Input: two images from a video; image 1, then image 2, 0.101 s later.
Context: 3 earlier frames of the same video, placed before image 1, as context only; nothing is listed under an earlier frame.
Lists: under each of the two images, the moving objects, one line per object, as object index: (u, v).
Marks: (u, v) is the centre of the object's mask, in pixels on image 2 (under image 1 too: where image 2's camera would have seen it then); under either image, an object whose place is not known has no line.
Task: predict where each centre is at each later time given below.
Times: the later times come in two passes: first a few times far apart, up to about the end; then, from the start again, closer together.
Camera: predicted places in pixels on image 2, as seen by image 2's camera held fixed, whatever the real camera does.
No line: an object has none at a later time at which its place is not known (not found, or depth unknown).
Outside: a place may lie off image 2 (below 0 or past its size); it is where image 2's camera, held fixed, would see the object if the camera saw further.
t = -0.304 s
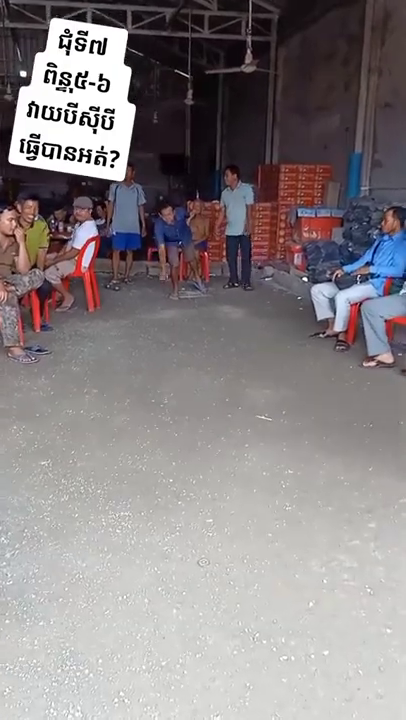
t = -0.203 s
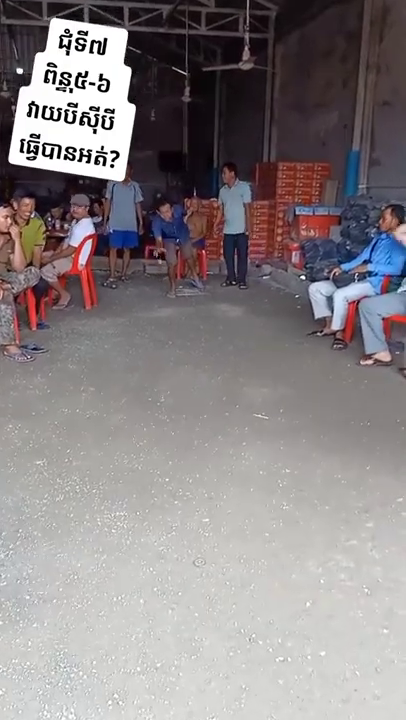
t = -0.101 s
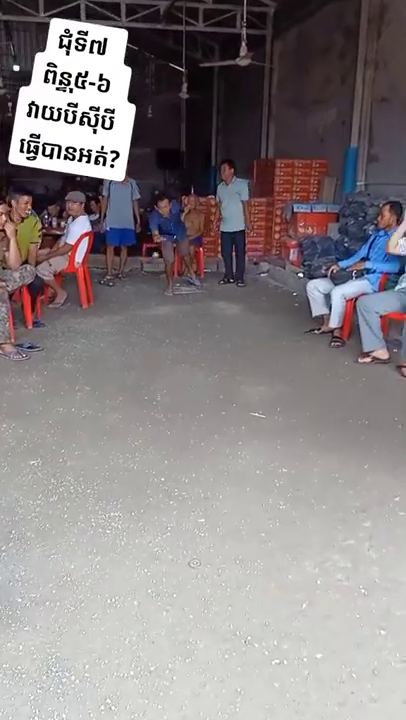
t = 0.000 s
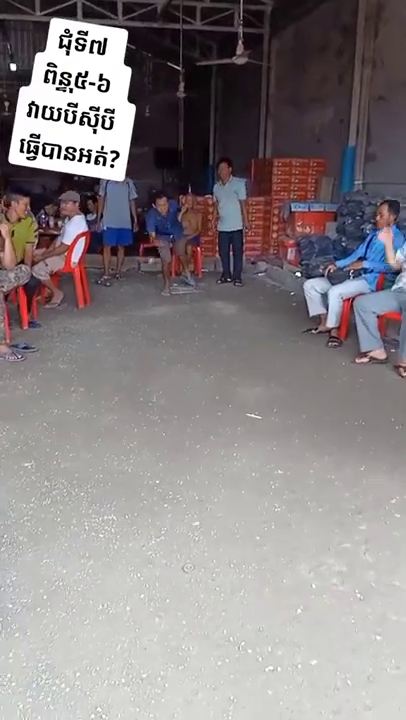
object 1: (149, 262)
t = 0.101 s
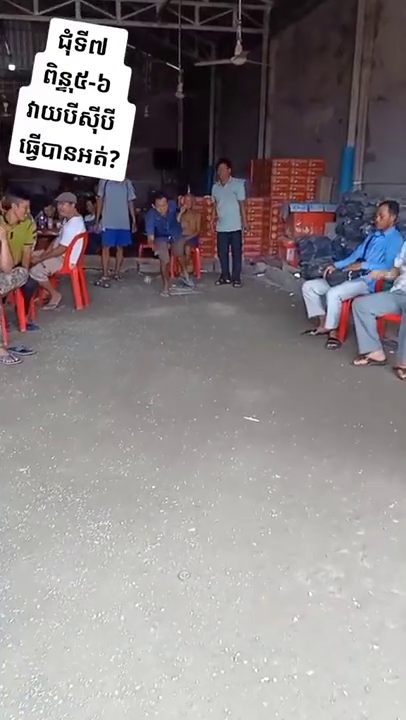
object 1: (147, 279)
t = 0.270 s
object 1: (144, 338)
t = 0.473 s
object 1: (143, 354)
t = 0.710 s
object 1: (141, 371)
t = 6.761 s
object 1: (94, 570)
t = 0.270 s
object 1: (144, 338)
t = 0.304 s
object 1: (144, 342)
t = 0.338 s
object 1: (144, 343)
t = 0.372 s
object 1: (144, 345)
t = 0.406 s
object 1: (144, 349)
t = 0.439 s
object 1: (144, 352)
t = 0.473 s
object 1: (143, 354)
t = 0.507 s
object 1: (143, 356)
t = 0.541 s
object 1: (143, 358)
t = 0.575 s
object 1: (142, 360)
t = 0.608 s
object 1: (143, 363)
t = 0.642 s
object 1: (143, 366)
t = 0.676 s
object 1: (142, 368)
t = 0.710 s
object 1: (141, 371)
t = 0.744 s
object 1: (141, 372)
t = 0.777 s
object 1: (142, 374)
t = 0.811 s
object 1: (141, 378)
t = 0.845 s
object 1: (140, 380)
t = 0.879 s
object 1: (141, 382)
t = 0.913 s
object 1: (141, 386)
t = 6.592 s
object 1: (95, 570)
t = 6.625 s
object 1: (94, 570)
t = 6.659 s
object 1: (94, 570)
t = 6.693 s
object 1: (94, 570)
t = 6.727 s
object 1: (94, 570)
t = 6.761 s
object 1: (94, 570)
